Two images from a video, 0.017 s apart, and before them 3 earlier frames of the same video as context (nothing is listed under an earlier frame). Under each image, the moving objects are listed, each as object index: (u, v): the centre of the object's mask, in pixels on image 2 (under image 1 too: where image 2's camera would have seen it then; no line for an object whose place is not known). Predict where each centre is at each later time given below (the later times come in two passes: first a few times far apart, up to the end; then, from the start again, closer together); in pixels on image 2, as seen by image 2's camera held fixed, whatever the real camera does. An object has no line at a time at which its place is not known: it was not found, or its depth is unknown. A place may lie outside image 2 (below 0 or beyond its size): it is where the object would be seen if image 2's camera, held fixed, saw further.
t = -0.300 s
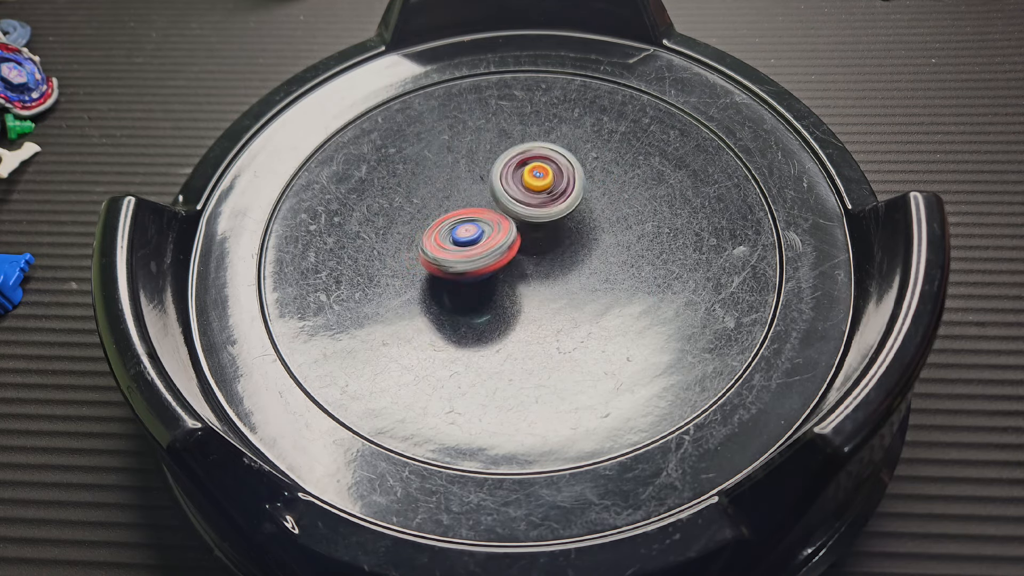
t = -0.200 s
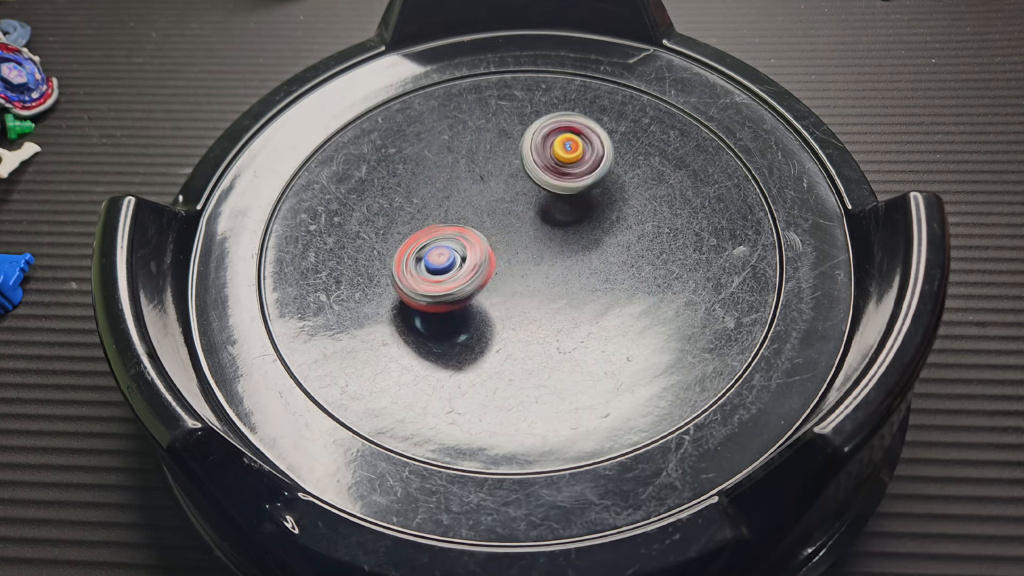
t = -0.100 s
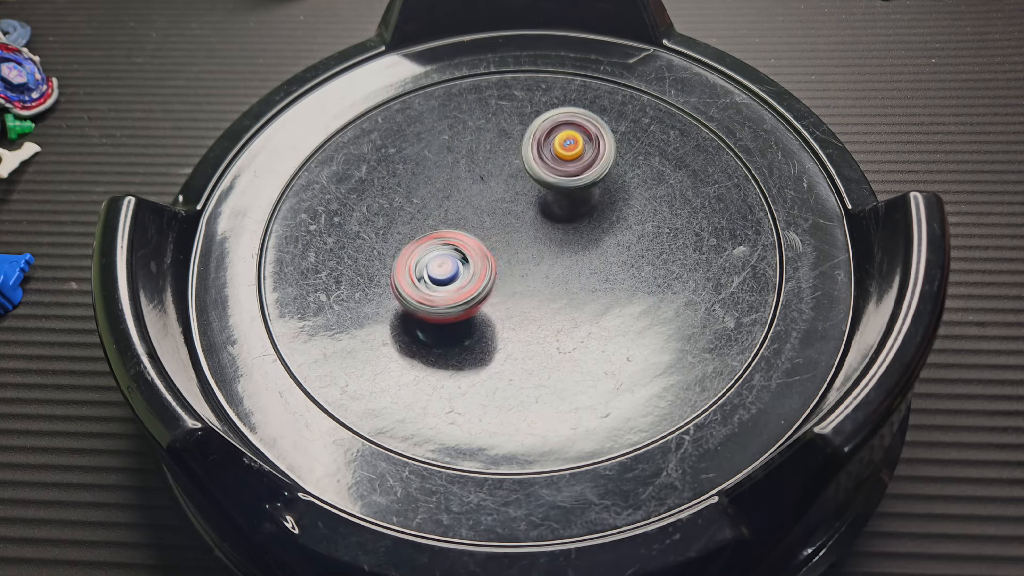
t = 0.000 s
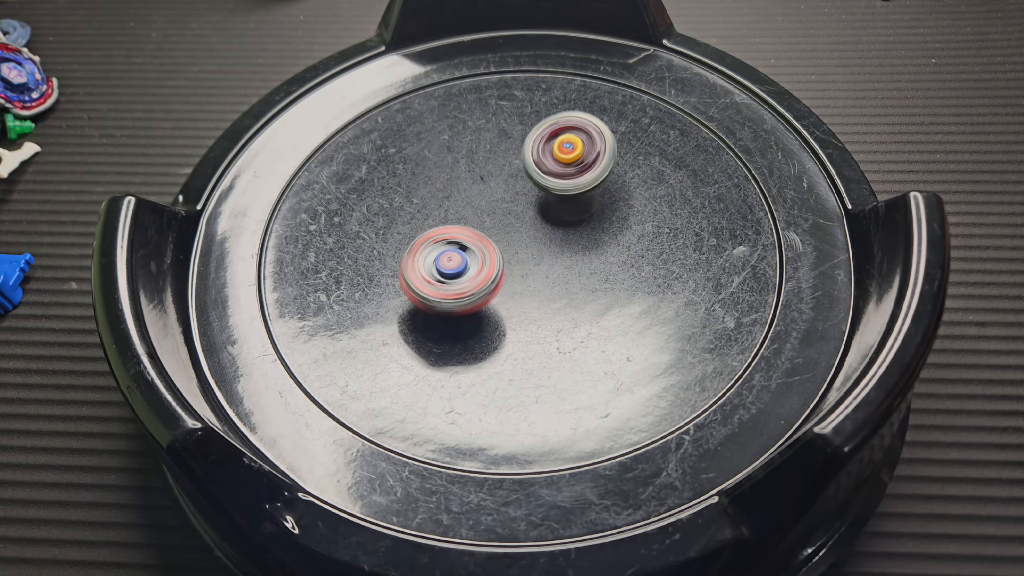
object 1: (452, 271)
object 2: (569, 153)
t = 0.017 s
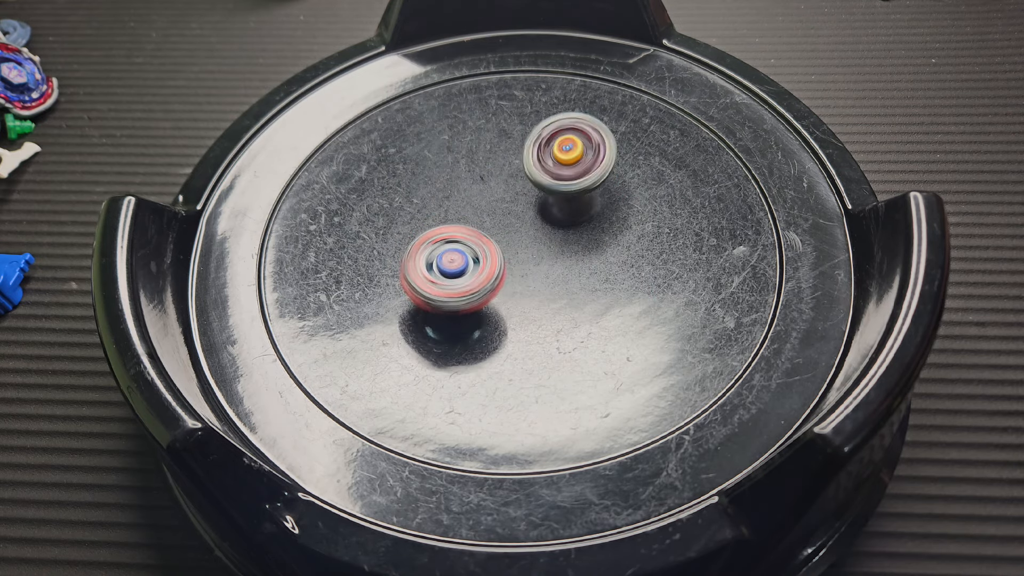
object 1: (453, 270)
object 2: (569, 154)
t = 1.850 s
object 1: (440, 248)
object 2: (533, 180)
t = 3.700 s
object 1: (460, 278)
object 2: (509, 189)
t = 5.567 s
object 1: (514, 269)
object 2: (468, 201)
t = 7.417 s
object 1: (481, 194)
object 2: (473, 271)
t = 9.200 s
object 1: (449, 231)
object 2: (553, 206)
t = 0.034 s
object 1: (453, 269)
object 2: (569, 156)
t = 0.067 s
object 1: (455, 267)
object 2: (569, 158)
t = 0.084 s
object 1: (456, 266)
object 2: (569, 160)
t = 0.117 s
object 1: (457, 264)
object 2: (568, 164)
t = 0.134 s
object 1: (458, 263)
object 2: (568, 165)
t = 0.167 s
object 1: (460, 261)
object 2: (567, 170)
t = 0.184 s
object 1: (460, 259)
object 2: (566, 172)
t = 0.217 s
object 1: (461, 258)
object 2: (564, 177)
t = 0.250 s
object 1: (462, 256)
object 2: (562, 181)
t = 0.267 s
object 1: (463, 255)
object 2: (561, 184)
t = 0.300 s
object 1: (465, 254)
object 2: (558, 189)
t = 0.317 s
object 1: (466, 253)
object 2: (556, 192)
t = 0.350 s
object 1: (467, 252)
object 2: (552, 197)
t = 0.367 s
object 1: (468, 251)
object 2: (550, 200)
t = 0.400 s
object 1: (458, 255)
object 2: (555, 200)
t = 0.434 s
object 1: (434, 266)
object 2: (574, 189)
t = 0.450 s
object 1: (424, 271)
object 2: (580, 186)
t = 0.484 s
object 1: (409, 280)
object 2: (588, 183)
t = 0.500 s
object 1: (404, 284)
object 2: (589, 183)
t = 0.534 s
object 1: (399, 289)
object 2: (588, 184)
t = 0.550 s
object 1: (400, 291)
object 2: (586, 185)
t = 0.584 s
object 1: (403, 291)
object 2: (581, 188)
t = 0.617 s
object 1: (408, 289)
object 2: (575, 191)
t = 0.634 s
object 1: (411, 287)
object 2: (573, 193)
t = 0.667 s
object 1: (417, 284)
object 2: (566, 196)
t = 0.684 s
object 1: (420, 282)
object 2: (563, 198)
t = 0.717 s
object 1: (427, 279)
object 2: (557, 201)
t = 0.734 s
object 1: (430, 276)
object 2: (553, 202)
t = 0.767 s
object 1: (437, 273)
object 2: (548, 205)
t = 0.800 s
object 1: (443, 269)
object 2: (543, 208)
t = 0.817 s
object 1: (446, 267)
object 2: (541, 209)
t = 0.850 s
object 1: (451, 263)
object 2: (538, 212)
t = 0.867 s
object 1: (453, 262)
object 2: (535, 213)
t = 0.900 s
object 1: (440, 265)
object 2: (547, 207)
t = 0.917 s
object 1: (433, 270)
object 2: (553, 204)
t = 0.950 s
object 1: (424, 274)
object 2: (562, 201)
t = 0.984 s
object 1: (420, 277)
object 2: (563, 201)
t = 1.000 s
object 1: (420, 279)
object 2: (562, 203)
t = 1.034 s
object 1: (422, 279)
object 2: (558, 204)
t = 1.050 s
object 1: (423, 279)
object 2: (555, 205)
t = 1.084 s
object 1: (425, 277)
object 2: (550, 205)
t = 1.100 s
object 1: (426, 276)
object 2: (548, 206)
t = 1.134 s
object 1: (429, 274)
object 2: (544, 206)
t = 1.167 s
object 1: (431, 271)
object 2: (539, 207)
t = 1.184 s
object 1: (432, 271)
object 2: (537, 208)
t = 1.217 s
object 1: (435, 268)
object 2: (531, 208)
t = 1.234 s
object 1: (436, 268)
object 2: (529, 209)
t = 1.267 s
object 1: (438, 266)
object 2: (525, 209)
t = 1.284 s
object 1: (439, 265)
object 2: (524, 209)
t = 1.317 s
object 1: (441, 263)
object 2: (520, 209)
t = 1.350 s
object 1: (429, 268)
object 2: (528, 200)
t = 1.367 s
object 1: (418, 273)
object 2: (536, 194)
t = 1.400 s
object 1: (399, 280)
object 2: (550, 182)
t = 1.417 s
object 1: (392, 283)
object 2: (553, 179)
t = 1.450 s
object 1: (382, 283)
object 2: (556, 176)
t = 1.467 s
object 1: (379, 282)
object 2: (556, 176)
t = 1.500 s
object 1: (376, 279)
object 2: (555, 175)
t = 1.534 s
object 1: (377, 276)
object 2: (553, 174)
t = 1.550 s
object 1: (378, 275)
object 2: (552, 174)
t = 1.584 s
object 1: (382, 273)
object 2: (550, 174)
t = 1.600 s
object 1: (384, 272)
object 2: (549, 173)
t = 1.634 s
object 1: (390, 269)
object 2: (547, 173)
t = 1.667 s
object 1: (397, 265)
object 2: (545, 172)
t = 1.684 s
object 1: (402, 264)
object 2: (544, 172)
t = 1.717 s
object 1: (410, 261)
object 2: (541, 172)
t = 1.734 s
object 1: (414, 259)
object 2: (541, 172)
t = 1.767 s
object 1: (423, 256)
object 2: (538, 174)
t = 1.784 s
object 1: (426, 254)
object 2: (537, 174)
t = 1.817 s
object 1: (433, 251)
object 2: (535, 177)
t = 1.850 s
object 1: (440, 248)
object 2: (533, 180)
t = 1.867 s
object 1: (445, 247)
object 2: (532, 181)
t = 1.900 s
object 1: (455, 245)
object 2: (529, 184)
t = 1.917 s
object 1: (460, 245)
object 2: (529, 185)
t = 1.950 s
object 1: (466, 247)
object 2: (534, 180)
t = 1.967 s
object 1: (470, 250)
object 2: (535, 178)
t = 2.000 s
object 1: (480, 249)
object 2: (535, 180)
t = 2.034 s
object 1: (484, 253)
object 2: (538, 176)
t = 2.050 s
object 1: (484, 255)
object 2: (540, 174)
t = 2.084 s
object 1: (487, 258)
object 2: (541, 175)
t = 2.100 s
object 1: (488, 258)
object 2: (540, 176)
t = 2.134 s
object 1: (489, 257)
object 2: (538, 178)
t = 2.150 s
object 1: (489, 256)
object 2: (537, 180)
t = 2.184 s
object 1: (488, 257)
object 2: (535, 182)
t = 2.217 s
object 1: (479, 265)
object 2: (539, 179)
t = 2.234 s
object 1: (476, 270)
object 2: (541, 177)
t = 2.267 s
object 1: (471, 275)
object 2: (544, 177)
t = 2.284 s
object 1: (471, 277)
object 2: (543, 178)
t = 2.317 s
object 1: (472, 278)
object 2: (541, 181)
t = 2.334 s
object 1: (472, 278)
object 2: (540, 183)
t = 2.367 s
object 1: (474, 276)
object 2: (538, 185)
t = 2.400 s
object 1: (475, 274)
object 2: (534, 187)
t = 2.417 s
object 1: (476, 273)
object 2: (534, 189)
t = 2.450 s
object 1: (477, 271)
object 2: (530, 192)
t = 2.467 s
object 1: (478, 271)
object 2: (529, 193)
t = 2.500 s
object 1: (477, 268)
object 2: (526, 195)
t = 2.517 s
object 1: (478, 267)
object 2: (525, 196)
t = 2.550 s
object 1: (471, 273)
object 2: (529, 190)
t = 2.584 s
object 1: (467, 279)
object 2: (532, 187)
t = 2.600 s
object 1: (467, 280)
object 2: (532, 187)
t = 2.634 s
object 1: (470, 280)
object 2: (529, 190)
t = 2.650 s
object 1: (471, 278)
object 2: (526, 190)
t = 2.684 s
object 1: (473, 275)
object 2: (523, 191)
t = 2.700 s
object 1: (474, 274)
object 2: (522, 192)
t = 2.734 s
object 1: (474, 270)
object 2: (519, 194)
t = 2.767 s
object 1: (473, 268)
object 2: (515, 196)
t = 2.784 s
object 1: (469, 270)
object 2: (516, 194)
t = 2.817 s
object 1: (461, 277)
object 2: (519, 186)
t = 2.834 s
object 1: (459, 279)
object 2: (520, 184)
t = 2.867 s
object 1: (456, 283)
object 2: (520, 184)
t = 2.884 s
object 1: (455, 283)
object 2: (519, 184)
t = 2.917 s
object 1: (455, 283)
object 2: (516, 184)
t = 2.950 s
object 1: (456, 282)
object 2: (514, 184)
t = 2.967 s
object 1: (456, 281)
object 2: (513, 184)
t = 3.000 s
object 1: (456, 280)
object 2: (512, 184)
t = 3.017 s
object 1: (455, 279)
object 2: (511, 184)
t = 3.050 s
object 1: (455, 278)
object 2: (509, 185)
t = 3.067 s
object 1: (455, 277)
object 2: (509, 185)
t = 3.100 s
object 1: (455, 277)
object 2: (507, 187)
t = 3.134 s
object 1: (454, 276)
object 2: (506, 189)
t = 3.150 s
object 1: (455, 275)
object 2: (505, 189)
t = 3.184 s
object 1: (455, 274)
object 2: (504, 192)
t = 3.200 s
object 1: (455, 273)
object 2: (503, 193)
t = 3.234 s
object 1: (456, 272)
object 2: (502, 195)
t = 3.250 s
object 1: (456, 271)
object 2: (502, 196)
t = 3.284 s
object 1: (456, 272)
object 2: (502, 197)
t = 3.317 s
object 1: (453, 280)
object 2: (504, 192)
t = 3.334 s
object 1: (453, 283)
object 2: (505, 191)
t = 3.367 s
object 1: (453, 284)
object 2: (506, 191)
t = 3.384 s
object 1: (455, 285)
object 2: (505, 192)
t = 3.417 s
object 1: (457, 284)
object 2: (504, 193)
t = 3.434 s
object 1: (458, 284)
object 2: (503, 194)
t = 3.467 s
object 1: (460, 281)
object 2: (502, 195)
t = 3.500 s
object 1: (462, 277)
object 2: (501, 198)
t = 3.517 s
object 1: (463, 276)
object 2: (500, 199)
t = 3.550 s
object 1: (461, 275)
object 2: (502, 198)
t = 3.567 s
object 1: (457, 278)
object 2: (505, 193)
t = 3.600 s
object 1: (455, 281)
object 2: (509, 188)
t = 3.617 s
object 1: (455, 282)
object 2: (510, 187)
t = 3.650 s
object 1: (458, 282)
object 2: (509, 188)
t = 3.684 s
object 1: (459, 279)
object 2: (509, 188)
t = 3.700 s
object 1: (460, 278)
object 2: (509, 189)
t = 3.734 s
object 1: (461, 274)
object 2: (509, 191)
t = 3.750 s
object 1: (462, 274)
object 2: (509, 191)
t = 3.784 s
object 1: (467, 269)
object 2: (508, 193)
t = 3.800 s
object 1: (469, 267)
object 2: (509, 193)
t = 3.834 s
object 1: (469, 274)
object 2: (515, 185)
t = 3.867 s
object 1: (469, 277)
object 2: (519, 180)
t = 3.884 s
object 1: (471, 278)
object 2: (521, 181)
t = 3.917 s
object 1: (471, 278)
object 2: (521, 183)
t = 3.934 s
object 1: (471, 278)
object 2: (520, 184)
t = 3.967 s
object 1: (471, 277)
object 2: (519, 187)
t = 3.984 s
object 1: (470, 277)
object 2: (518, 188)
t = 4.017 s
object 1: (470, 276)
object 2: (517, 189)
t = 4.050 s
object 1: (470, 275)
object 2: (516, 192)
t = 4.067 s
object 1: (470, 275)
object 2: (515, 193)
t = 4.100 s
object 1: (469, 275)
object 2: (513, 195)
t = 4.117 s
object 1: (469, 275)
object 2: (512, 196)
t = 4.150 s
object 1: (470, 275)
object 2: (511, 198)
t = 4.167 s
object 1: (470, 275)
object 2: (510, 199)
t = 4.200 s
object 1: (469, 279)
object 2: (509, 198)
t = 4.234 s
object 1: (461, 296)
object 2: (516, 182)
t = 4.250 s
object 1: (457, 303)
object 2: (519, 177)
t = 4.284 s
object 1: (450, 309)
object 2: (524, 171)
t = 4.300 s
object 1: (446, 313)
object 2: (525, 170)
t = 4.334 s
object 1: (440, 317)
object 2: (526, 171)
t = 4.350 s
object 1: (438, 316)
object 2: (526, 173)
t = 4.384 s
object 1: (437, 318)
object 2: (524, 176)
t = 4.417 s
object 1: (438, 316)
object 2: (522, 177)
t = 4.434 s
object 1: (438, 316)
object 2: (520, 178)
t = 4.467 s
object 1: (441, 312)
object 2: (518, 179)
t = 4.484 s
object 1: (441, 309)
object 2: (517, 179)
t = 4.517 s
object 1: (444, 304)
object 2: (515, 181)
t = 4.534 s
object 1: (446, 299)
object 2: (514, 181)
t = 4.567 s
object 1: (450, 293)
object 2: (512, 183)
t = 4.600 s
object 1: (459, 289)
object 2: (510, 185)
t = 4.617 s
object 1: (463, 287)
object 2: (509, 186)
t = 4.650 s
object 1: (473, 282)
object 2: (507, 188)
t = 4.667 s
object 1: (479, 279)
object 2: (506, 189)
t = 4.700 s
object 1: (488, 271)
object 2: (504, 191)
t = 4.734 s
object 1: (499, 277)
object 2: (502, 181)
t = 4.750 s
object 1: (504, 280)
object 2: (502, 172)
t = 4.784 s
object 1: (515, 288)
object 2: (501, 158)
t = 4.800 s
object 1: (520, 291)
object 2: (500, 153)
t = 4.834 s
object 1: (527, 293)
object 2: (497, 150)
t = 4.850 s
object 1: (528, 295)
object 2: (496, 150)
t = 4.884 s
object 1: (532, 294)
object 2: (495, 151)
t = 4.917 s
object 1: (531, 293)
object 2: (493, 152)
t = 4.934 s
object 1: (530, 293)
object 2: (492, 153)
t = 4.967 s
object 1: (527, 290)
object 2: (490, 154)
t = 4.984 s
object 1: (526, 289)
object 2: (491, 155)
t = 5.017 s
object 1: (521, 285)
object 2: (488, 157)
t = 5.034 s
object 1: (520, 284)
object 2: (487, 158)
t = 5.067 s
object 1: (513, 279)
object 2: (486, 160)
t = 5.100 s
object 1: (507, 277)
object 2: (485, 162)
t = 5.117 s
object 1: (505, 274)
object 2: (485, 163)
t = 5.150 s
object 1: (498, 272)
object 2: (485, 166)
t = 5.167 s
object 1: (496, 272)
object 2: (484, 168)
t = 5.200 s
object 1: (492, 271)
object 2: (483, 171)
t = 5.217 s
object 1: (490, 270)
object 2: (482, 172)
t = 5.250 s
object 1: (489, 272)
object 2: (481, 174)
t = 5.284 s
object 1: (489, 273)
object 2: (480, 177)
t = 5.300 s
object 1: (489, 272)
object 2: (479, 180)
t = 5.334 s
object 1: (489, 272)
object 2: (478, 183)
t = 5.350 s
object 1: (491, 272)
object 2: (478, 185)
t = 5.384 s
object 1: (494, 270)
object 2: (476, 191)
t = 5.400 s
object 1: (495, 270)
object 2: (475, 193)
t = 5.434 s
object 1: (500, 272)
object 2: (474, 192)
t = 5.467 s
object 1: (503, 273)
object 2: (474, 192)
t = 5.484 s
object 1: (504, 271)
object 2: (474, 194)
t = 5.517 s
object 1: (508, 271)
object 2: (472, 197)
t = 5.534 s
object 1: (510, 272)
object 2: (470, 198)
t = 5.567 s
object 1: (514, 269)
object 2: (468, 201)
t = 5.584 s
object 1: (516, 269)
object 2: (467, 201)
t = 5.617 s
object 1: (519, 267)
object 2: (466, 202)
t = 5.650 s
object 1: (523, 262)
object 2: (466, 202)
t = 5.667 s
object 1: (525, 261)
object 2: (466, 202)
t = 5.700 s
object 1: (528, 257)
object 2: (467, 202)
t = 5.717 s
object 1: (528, 254)
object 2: (466, 203)
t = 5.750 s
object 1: (539, 253)
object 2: (457, 197)
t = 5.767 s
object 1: (552, 258)
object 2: (445, 190)
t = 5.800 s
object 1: (571, 259)
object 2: (430, 181)
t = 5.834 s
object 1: (587, 262)
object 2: (418, 177)
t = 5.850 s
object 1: (592, 262)
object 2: (412, 176)
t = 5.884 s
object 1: (599, 261)
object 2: (404, 179)
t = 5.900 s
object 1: (600, 260)
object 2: (400, 180)
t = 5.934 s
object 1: (600, 258)
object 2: (395, 181)
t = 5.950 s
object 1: (600, 258)
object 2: (394, 181)
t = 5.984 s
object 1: (599, 258)
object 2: (393, 182)
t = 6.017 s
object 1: (598, 259)
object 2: (393, 182)
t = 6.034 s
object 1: (597, 259)
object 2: (394, 182)
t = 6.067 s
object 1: (596, 262)
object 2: (395, 182)
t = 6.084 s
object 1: (596, 264)
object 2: (395, 182)
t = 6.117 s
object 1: (598, 265)
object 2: (396, 182)
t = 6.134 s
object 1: (598, 264)
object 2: (396, 182)
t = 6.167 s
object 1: (595, 265)
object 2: (397, 183)
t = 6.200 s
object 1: (593, 265)
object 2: (399, 186)
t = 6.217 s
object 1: (592, 263)
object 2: (399, 186)
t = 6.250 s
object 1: (589, 260)
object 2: (400, 188)
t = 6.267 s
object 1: (586, 259)
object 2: (400, 190)
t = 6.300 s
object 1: (580, 258)
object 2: (402, 193)
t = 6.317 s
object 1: (575, 259)
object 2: (403, 194)
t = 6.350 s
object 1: (567, 257)
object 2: (403, 197)
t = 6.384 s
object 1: (560, 258)
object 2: (404, 200)
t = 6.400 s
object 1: (557, 258)
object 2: (405, 201)
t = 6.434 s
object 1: (554, 257)
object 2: (406, 204)
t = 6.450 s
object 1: (551, 259)
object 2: (406, 206)
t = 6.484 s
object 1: (546, 259)
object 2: (409, 209)
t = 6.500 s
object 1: (543, 259)
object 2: (410, 210)
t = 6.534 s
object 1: (536, 259)
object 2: (412, 214)
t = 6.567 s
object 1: (528, 261)
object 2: (414, 219)
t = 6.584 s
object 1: (525, 263)
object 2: (416, 221)
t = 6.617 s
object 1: (519, 267)
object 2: (420, 229)
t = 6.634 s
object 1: (516, 268)
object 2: (423, 232)
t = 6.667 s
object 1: (515, 273)
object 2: (425, 234)
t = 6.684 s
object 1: (516, 275)
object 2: (427, 234)
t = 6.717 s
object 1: (517, 279)
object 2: (428, 235)
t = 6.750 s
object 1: (517, 282)
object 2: (429, 236)
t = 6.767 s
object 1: (516, 282)
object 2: (429, 237)
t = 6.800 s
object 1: (519, 285)
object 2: (428, 235)
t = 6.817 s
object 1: (520, 286)
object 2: (429, 234)
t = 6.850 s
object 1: (523, 287)
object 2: (430, 233)
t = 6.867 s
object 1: (525, 289)
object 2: (431, 234)
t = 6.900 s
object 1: (527, 288)
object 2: (433, 234)
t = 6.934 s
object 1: (526, 286)
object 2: (432, 236)
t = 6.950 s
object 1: (527, 284)
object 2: (432, 237)
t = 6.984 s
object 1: (528, 281)
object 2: (433, 237)
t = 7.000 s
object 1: (528, 279)
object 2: (433, 238)
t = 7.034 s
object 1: (527, 275)
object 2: (435, 240)
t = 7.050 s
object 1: (527, 272)
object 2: (434, 241)
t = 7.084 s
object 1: (525, 267)
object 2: (436, 243)
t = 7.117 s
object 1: (523, 261)
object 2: (438, 247)
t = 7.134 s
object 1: (523, 256)
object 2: (439, 250)
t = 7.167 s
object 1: (521, 248)
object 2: (442, 253)
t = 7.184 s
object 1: (521, 241)
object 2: (443, 256)
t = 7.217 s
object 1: (518, 232)
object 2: (446, 260)
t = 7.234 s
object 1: (516, 225)
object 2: (449, 262)
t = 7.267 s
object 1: (510, 215)
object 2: (453, 265)
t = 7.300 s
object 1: (503, 205)
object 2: (457, 267)
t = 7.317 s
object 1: (499, 203)
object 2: (459, 268)
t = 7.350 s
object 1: (493, 198)
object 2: (463, 269)
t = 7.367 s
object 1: (490, 196)
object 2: (465, 270)
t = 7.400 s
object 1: (483, 194)
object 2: (470, 271)
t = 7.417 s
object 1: (481, 194)
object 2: (473, 271)
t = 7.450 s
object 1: (476, 192)
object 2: (478, 272)
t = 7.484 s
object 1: (474, 193)
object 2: (485, 272)
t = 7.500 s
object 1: (473, 194)
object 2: (488, 272)
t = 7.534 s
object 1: (471, 195)
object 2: (496, 273)
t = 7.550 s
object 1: (470, 196)
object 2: (501, 274)
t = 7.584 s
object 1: (470, 199)
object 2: (512, 273)
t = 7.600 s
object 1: (470, 201)
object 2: (517, 273)
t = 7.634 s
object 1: (470, 205)
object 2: (527, 272)
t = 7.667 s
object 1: (471, 210)
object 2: (534, 269)
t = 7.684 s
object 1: (471, 214)
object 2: (537, 268)
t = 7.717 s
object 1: (471, 218)
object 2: (541, 266)
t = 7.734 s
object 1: (471, 223)
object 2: (544, 266)
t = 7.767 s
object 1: (472, 234)
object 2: (552, 263)
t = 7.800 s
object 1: (471, 242)
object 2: (557, 261)
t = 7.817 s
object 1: (471, 248)
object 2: (560, 260)
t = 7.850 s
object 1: (473, 260)
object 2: (564, 259)
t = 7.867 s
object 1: (474, 266)
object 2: (565, 257)
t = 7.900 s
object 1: (476, 275)
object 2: (567, 255)
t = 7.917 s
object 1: (478, 279)
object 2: (568, 255)
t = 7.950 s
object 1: (479, 290)
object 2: (568, 255)
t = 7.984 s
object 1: (480, 297)
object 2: (568, 253)
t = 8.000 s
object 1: (481, 300)
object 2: (567, 253)
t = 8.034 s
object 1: (484, 305)
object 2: (568, 252)
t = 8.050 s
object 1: (486, 307)
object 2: (567, 251)
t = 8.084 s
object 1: (490, 311)
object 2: (568, 249)
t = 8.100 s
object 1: (492, 313)
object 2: (569, 247)
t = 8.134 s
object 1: (495, 316)
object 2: (570, 245)
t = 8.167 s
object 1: (497, 318)
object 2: (570, 241)
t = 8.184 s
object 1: (497, 318)
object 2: (571, 240)
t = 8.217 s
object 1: (499, 317)
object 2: (571, 239)
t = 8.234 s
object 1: (500, 317)
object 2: (571, 239)
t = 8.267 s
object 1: (504, 315)
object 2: (571, 239)
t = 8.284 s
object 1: (505, 314)
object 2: (570, 240)
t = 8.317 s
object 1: (509, 311)
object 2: (570, 240)
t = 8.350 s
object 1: (506, 311)
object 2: (573, 236)
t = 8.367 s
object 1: (507, 310)
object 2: (573, 231)
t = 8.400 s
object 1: (507, 309)
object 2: (574, 228)
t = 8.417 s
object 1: (507, 308)
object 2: (573, 226)
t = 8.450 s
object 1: (508, 305)
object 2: (574, 225)
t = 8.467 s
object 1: (508, 303)
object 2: (573, 224)
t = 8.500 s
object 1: (510, 298)
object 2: (573, 224)
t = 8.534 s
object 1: (513, 294)
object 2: (573, 222)
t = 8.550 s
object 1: (513, 292)
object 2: (574, 221)
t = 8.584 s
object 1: (513, 289)
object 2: (574, 217)
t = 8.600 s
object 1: (511, 288)
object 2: (576, 215)
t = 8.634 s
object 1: (511, 283)
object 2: (576, 211)
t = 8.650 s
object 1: (511, 281)
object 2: (576, 209)
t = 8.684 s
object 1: (514, 278)
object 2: (577, 209)
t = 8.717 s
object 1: (516, 275)
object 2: (577, 207)
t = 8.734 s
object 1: (514, 272)
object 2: (578, 207)
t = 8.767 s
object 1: (510, 270)
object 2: (577, 205)
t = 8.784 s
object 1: (509, 268)
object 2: (578, 205)
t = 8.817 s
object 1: (506, 264)
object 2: (578, 208)
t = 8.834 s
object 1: (503, 262)
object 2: (577, 207)
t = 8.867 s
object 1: (493, 260)
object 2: (579, 205)
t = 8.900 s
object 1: (484, 257)
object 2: (578, 204)
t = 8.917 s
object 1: (479, 256)
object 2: (579, 204)
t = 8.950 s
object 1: (472, 252)
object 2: (579, 207)
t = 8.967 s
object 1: (469, 251)
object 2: (577, 208)
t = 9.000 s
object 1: (463, 247)
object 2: (572, 209)
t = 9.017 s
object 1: (460, 245)
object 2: (568, 210)
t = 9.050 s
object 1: (456, 241)
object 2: (561, 205)
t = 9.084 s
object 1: (453, 237)
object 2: (558, 204)
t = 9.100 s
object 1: (452, 236)
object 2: (558, 203)
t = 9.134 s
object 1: (451, 234)
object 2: (559, 203)
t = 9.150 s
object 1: (451, 233)
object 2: (557, 203)
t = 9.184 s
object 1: (450, 231)
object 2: (554, 204)
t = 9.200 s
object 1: (449, 231)
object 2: (553, 206)
